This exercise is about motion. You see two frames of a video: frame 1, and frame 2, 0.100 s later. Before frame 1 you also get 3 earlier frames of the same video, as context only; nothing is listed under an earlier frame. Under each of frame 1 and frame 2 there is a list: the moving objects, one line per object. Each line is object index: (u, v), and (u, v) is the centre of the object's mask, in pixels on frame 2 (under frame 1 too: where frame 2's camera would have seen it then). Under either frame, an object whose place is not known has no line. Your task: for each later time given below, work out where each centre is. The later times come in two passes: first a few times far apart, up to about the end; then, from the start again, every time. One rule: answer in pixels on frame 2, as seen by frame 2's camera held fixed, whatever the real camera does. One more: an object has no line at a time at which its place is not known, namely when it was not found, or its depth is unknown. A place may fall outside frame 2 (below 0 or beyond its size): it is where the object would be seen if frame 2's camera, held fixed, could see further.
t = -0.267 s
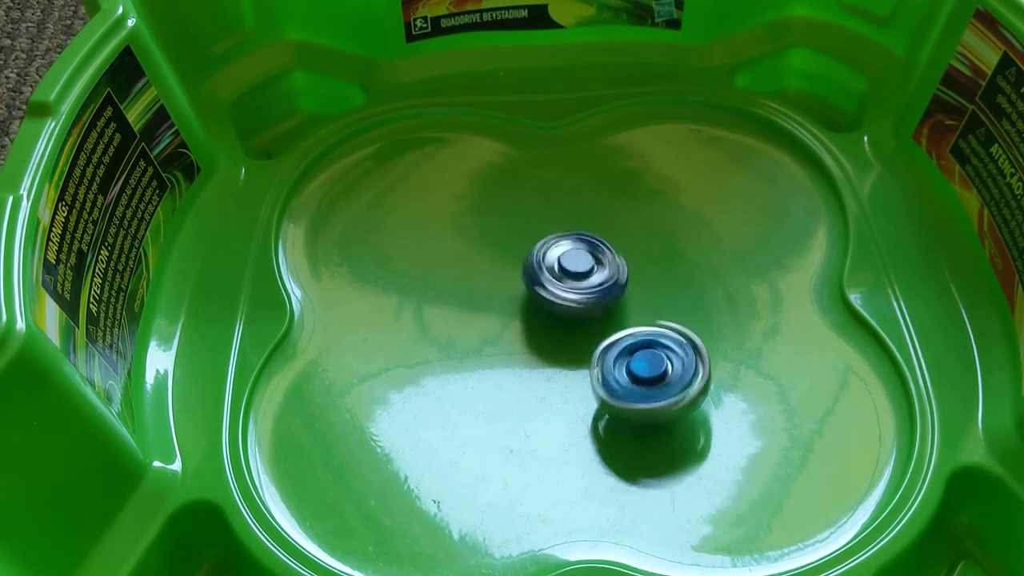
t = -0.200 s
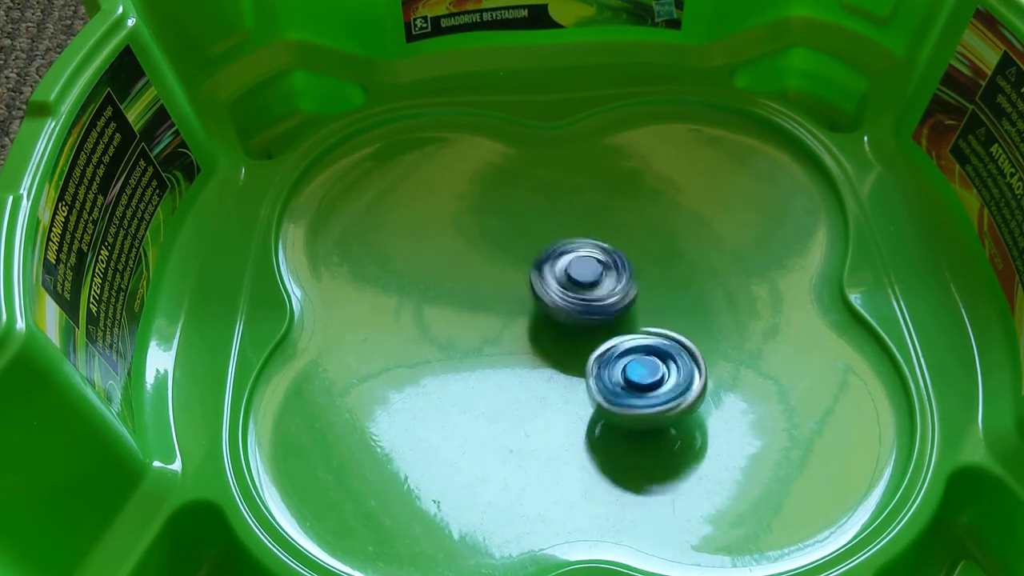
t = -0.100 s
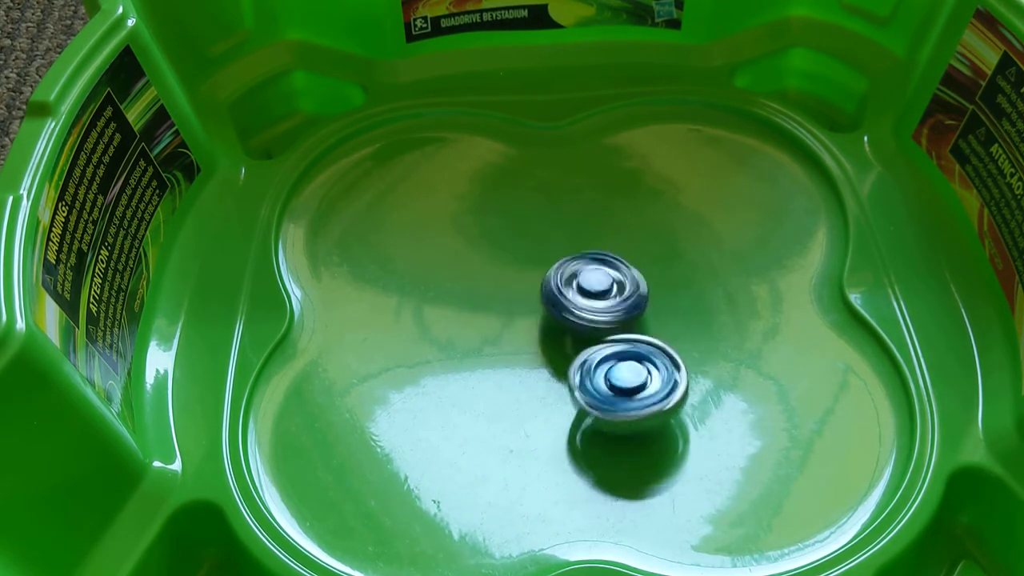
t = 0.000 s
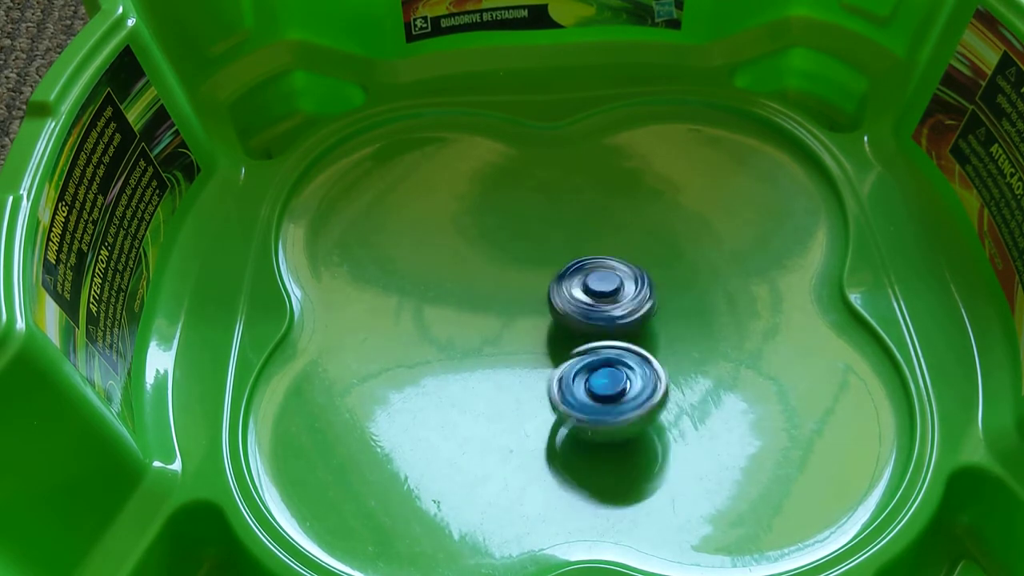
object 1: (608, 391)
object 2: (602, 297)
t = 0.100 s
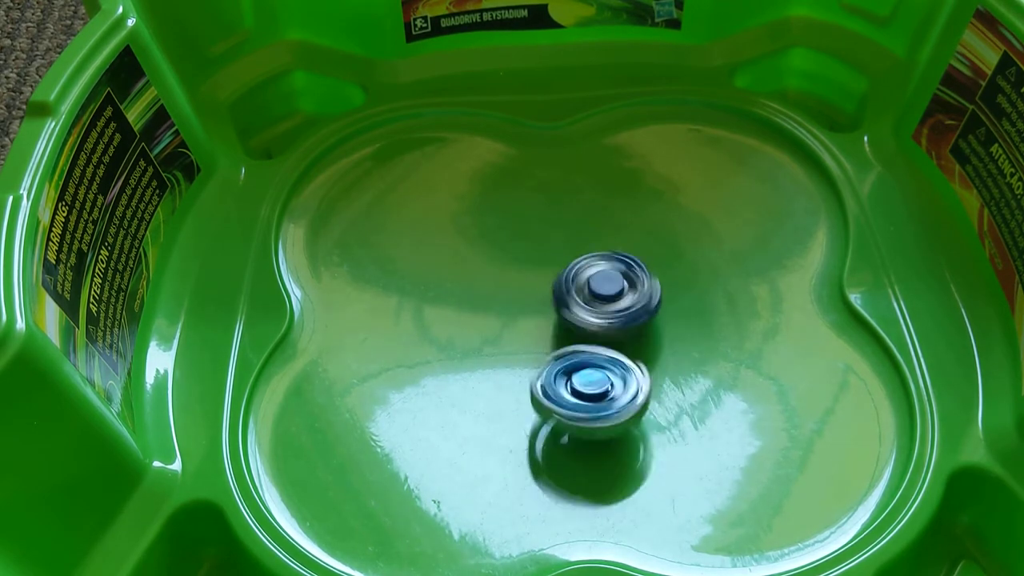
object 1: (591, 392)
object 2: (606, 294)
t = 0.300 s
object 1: (552, 383)
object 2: (616, 298)
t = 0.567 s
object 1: (526, 354)
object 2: (598, 289)
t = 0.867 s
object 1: (489, 352)
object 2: (615, 257)
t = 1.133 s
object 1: (488, 339)
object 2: (634, 287)
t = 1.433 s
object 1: (510, 346)
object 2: (656, 294)
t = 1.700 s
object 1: (521, 367)
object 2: (607, 306)
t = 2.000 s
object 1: (524, 379)
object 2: (587, 279)
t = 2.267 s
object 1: (525, 324)
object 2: (610, 307)
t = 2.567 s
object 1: (503, 288)
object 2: (622, 326)
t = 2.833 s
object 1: (513, 300)
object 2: (598, 338)
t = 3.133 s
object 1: (511, 300)
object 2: (594, 338)
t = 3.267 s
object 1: (511, 300)
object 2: (594, 338)
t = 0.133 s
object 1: (585, 390)
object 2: (608, 296)
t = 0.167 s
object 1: (581, 387)
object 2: (611, 299)
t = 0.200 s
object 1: (575, 384)
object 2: (613, 302)
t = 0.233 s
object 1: (571, 381)
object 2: (614, 302)
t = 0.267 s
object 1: (561, 384)
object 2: (615, 300)
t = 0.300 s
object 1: (552, 383)
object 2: (616, 298)
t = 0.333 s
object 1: (546, 378)
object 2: (615, 296)
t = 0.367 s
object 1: (543, 374)
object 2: (614, 296)
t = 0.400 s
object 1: (541, 369)
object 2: (608, 299)
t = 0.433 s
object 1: (540, 364)
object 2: (606, 298)
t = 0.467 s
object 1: (532, 367)
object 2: (605, 294)
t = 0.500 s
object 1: (529, 365)
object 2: (606, 290)
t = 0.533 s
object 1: (525, 359)
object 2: (601, 291)
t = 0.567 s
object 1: (526, 354)
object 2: (598, 289)
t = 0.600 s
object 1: (523, 351)
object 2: (598, 286)
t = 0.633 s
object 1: (522, 346)
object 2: (598, 284)
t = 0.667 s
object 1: (518, 346)
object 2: (598, 281)
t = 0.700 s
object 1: (505, 353)
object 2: (604, 269)
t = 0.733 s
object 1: (495, 357)
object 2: (609, 258)
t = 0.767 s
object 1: (491, 357)
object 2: (614, 254)
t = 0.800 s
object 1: (490, 357)
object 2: (614, 252)
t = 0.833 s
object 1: (489, 355)
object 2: (614, 253)
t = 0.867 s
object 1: (489, 352)
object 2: (615, 257)
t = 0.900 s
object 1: (492, 349)
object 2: (613, 262)
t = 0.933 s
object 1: (496, 345)
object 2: (611, 265)
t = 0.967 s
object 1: (499, 341)
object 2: (612, 271)
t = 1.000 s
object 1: (504, 339)
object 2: (610, 279)
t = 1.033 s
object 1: (508, 335)
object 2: (609, 284)
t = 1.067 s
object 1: (513, 334)
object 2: (609, 290)
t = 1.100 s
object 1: (504, 336)
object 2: (618, 291)
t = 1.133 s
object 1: (488, 339)
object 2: (634, 287)
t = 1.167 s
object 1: (479, 342)
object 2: (650, 286)
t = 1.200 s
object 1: (475, 342)
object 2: (658, 285)
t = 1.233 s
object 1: (476, 343)
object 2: (662, 285)
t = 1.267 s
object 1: (481, 344)
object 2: (667, 285)
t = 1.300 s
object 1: (488, 345)
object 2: (667, 286)
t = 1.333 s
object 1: (493, 346)
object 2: (666, 287)
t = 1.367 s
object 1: (499, 347)
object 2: (664, 288)
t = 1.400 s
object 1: (504, 348)
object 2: (660, 292)
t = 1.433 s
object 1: (510, 346)
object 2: (656, 294)
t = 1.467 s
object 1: (514, 349)
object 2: (652, 296)
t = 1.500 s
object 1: (519, 351)
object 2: (646, 297)
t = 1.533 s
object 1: (522, 351)
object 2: (641, 299)
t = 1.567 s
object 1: (524, 353)
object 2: (634, 304)
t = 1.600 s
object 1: (525, 354)
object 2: (628, 307)
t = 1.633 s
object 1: (528, 355)
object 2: (620, 310)
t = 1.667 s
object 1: (529, 357)
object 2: (614, 310)
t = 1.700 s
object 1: (521, 367)
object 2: (607, 306)
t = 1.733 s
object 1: (517, 376)
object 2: (600, 299)
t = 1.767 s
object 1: (514, 384)
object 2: (593, 291)
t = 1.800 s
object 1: (512, 389)
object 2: (588, 284)
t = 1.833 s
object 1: (510, 392)
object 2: (584, 278)
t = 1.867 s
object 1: (512, 391)
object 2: (584, 274)
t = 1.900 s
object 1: (514, 390)
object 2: (585, 272)
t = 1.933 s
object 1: (516, 388)
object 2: (584, 273)
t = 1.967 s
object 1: (520, 384)
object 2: (585, 275)
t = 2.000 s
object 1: (524, 379)
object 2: (587, 279)
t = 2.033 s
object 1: (529, 374)
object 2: (590, 283)
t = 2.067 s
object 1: (534, 368)
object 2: (590, 286)
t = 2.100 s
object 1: (540, 364)
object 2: (590, 289)
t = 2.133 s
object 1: (542, 357)
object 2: (590, 294)
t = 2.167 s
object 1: (545, 351)
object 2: (592, 298)
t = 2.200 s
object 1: (539, 344)
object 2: (598, 303)
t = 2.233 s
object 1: (532, 332)
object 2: (604, 305)
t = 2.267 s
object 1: (525, 324)
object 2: (610, 307)
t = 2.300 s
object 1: (520, 318)
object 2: (612, 309)
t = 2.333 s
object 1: (515, 311)
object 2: (614, 311)
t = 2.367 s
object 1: (510, 304)
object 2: (614, 312)
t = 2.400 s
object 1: (506, 300)
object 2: (617, 313)
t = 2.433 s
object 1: (503, 297)
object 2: (620, 316)
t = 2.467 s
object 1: (502, 294)
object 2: (621, 318)
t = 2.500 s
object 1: (502, 292)
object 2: (622, 320)
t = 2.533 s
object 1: (503, 289)
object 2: (623, 323)
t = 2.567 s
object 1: (503, 288)
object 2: (622, 326)
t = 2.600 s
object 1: (504, 289)
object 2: (620, 327)
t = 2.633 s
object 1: (507, 292)
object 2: (617, 330)
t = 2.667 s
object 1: (509, 295)
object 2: (615, 333)
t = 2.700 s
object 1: (511, 298)
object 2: (612, 334)
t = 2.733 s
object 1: (512, 301)
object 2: (607, 335)
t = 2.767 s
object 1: (513, 301)
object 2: (602, 336)
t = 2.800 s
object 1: (513, 300)
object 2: (600, 337)
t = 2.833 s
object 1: (513, 300)
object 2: (598, 338)
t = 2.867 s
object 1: (512, 300)
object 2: (597, 338)
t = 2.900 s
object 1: (512, 300)
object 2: (596, 338)
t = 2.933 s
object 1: (512, 300)
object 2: (595, 338)
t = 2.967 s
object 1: (511, 300)
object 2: (595, 338)
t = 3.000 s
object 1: (511, 300)
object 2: (595, 338)
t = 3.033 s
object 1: (511, 300)
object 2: (595, 338)
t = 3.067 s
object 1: (511, 300)
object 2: (594, 338)
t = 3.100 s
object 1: (511, 300)
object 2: (594, 338)
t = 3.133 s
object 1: (511, 300)
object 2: (594, 338)
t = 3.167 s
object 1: (511, 300)
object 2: (594, 338)
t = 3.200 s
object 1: (511, 300)
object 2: (594, 338)
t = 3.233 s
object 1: (511, 300)
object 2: (594, 338)
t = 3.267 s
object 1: (511, 300)
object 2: (594, 338)
